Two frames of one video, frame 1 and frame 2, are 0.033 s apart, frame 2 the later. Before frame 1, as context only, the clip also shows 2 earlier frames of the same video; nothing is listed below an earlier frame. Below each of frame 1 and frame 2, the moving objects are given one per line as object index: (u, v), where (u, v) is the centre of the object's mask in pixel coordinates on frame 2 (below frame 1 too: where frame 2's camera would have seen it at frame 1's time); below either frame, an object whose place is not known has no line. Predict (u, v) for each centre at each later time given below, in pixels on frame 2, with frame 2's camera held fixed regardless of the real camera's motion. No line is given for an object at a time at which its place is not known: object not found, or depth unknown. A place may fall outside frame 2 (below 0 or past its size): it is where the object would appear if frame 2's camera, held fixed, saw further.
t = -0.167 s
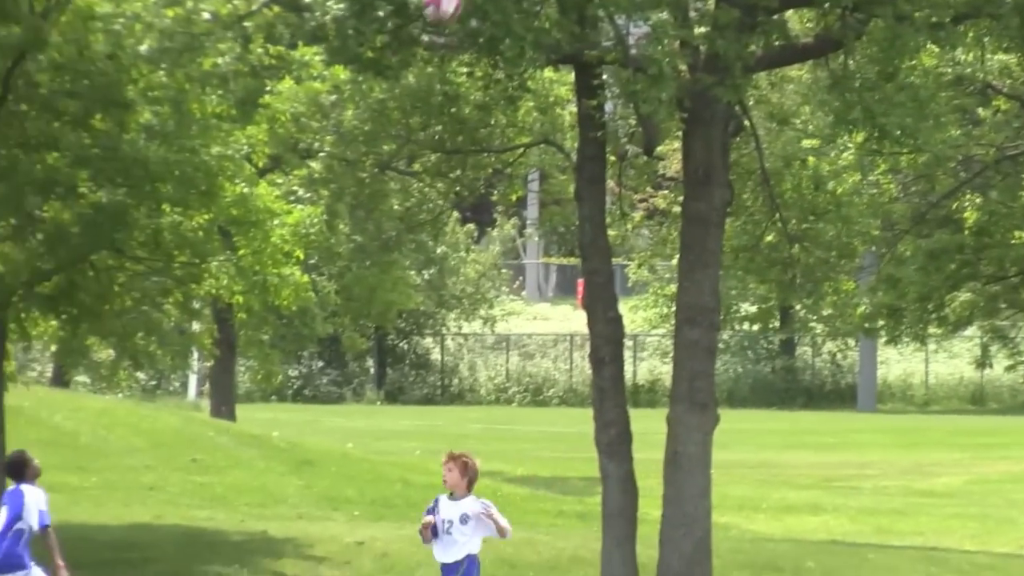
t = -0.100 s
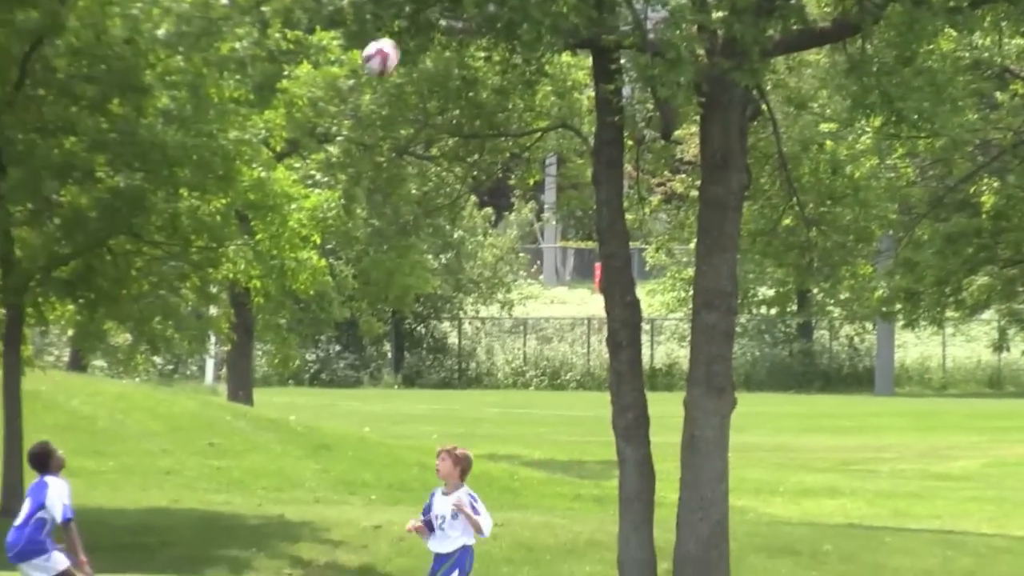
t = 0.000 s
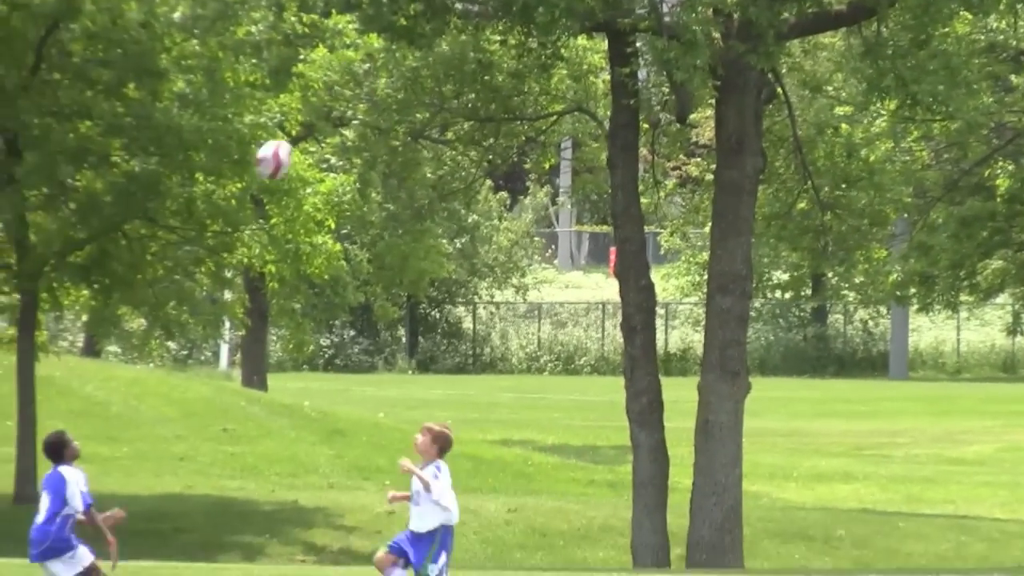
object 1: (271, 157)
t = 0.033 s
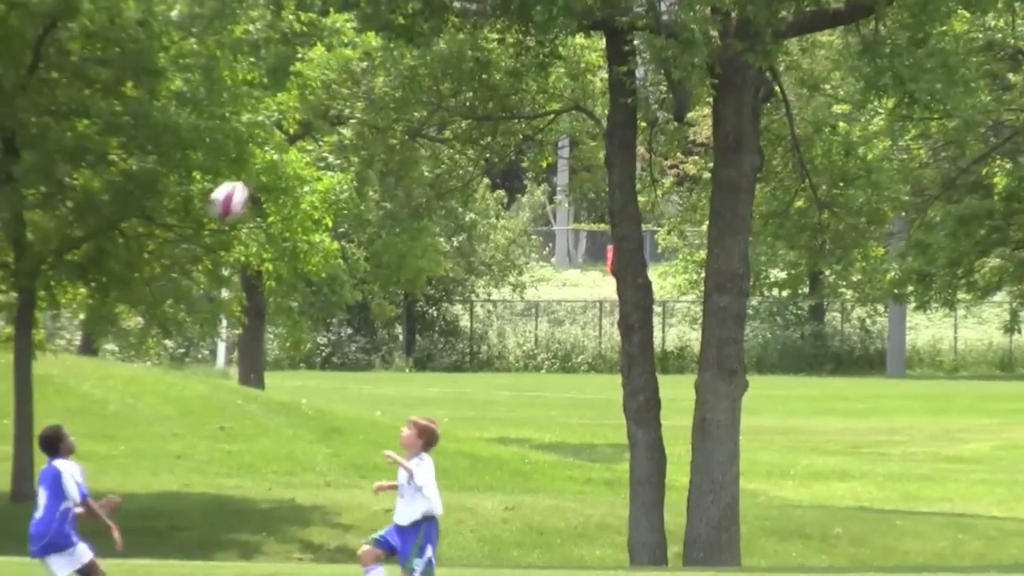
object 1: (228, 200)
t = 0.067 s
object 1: (187, 245)
